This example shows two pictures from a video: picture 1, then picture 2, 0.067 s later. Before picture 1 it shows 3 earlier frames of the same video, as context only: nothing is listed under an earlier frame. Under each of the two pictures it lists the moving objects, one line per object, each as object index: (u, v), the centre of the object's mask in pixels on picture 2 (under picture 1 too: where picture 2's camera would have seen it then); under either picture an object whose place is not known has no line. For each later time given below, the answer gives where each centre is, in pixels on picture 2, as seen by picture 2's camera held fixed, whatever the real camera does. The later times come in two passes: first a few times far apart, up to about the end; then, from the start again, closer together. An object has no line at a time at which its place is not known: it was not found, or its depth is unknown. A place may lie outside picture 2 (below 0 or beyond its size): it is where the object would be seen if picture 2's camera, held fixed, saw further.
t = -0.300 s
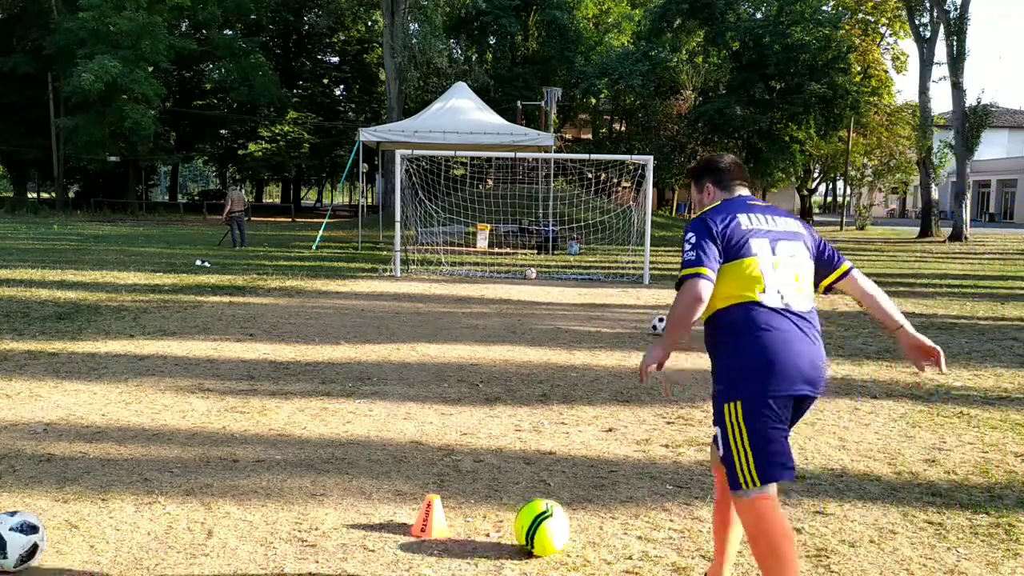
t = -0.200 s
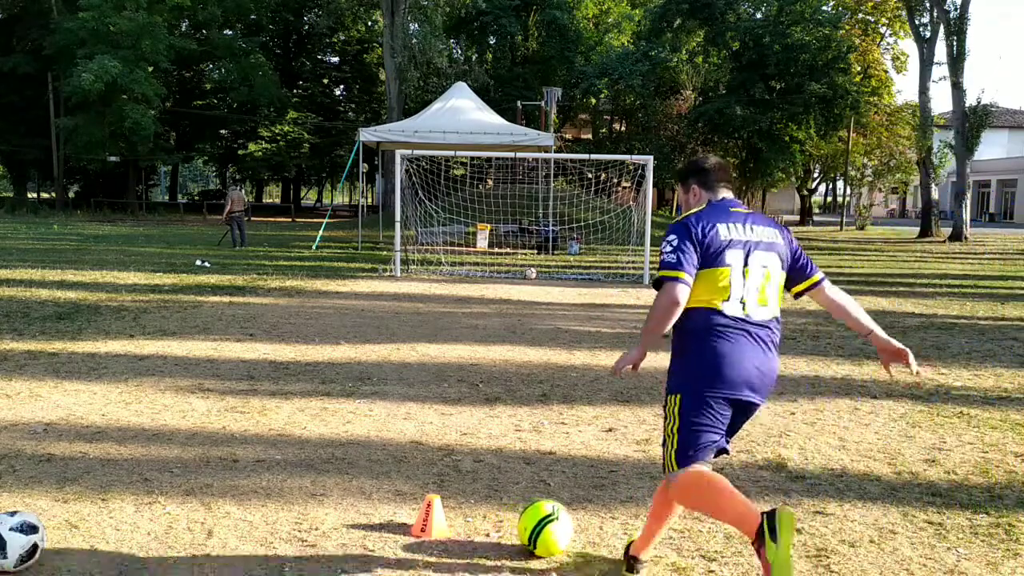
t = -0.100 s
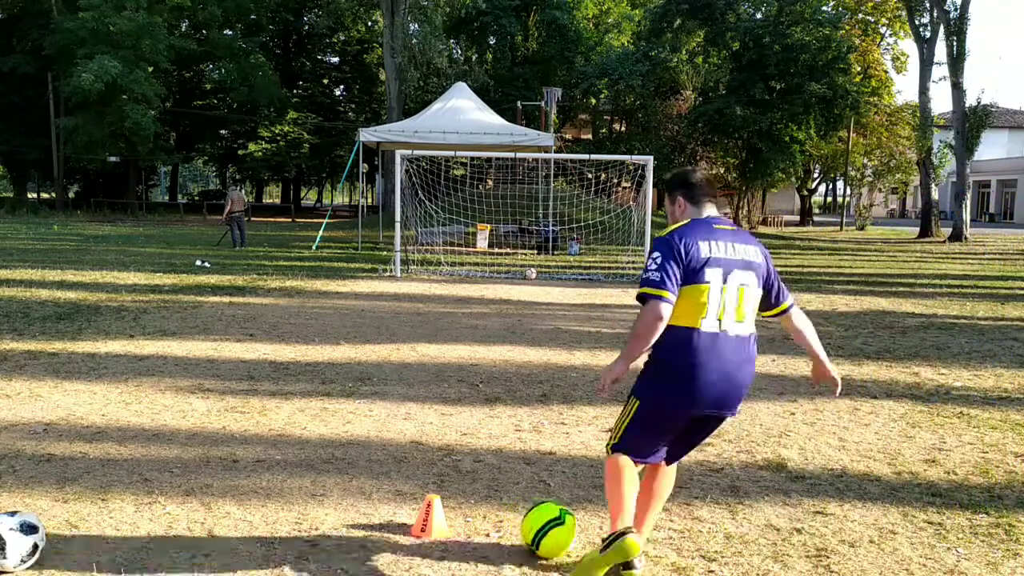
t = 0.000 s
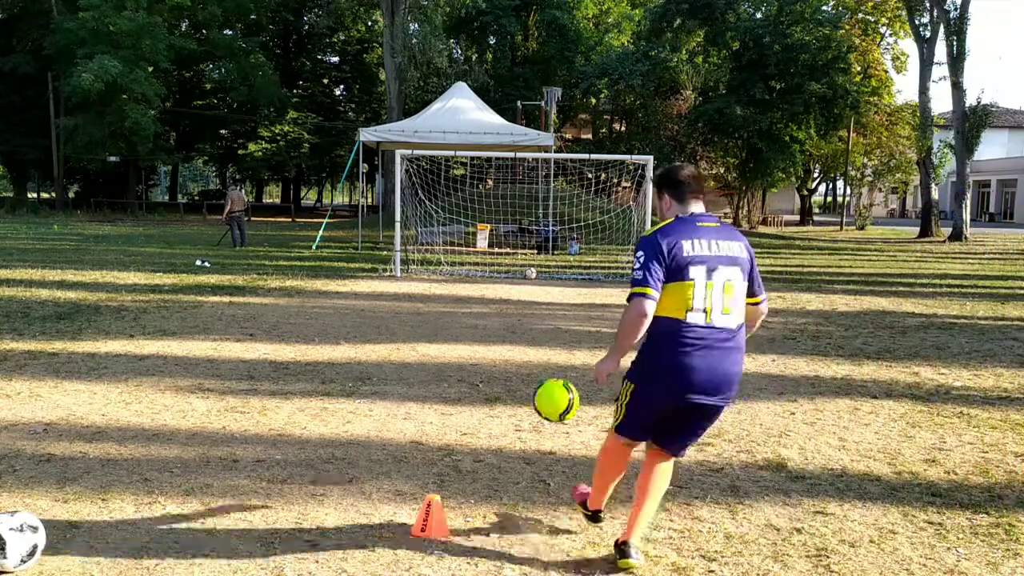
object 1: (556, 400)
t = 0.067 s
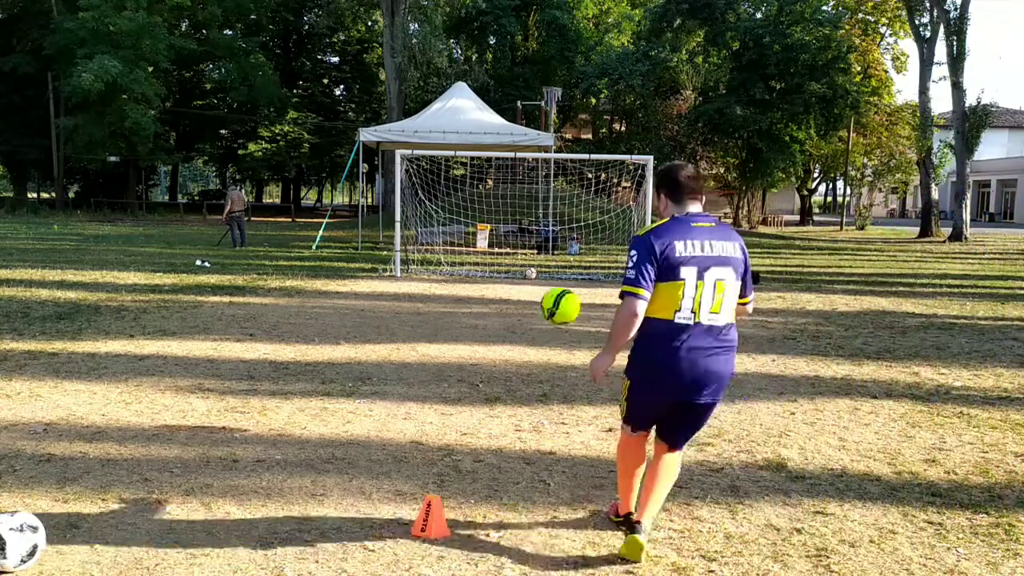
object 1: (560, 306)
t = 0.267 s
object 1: (572, 166)
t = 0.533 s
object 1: (584, 118)
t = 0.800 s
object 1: (595, 131)
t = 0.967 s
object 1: (601, 151)
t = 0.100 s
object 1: (562, 271)
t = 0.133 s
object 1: (565, 241)
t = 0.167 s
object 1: (566, 217)
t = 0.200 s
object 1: (569, 195)
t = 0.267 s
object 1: (572, 166)
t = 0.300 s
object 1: (574, 154)
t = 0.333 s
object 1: (575, 145)
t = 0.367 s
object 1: (577, 137)
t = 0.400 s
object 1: (579, 131)
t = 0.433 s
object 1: (580, 127)
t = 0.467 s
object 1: (582, 123)
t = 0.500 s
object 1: (583, 120)
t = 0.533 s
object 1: (584, 118)
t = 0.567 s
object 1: (586, 117)
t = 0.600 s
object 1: (587, 118)
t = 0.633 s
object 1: (588, 118)
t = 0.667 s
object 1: (589, 119)
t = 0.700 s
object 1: (591, 121)
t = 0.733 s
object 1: (593, 124)
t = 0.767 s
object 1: (594, 127)
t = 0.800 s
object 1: (595, 131)
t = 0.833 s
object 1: (596, 134)
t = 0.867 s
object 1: (597, 138)
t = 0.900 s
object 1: (598, 143)
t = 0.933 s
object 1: (599, 148)
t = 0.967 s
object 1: (601, 151)
